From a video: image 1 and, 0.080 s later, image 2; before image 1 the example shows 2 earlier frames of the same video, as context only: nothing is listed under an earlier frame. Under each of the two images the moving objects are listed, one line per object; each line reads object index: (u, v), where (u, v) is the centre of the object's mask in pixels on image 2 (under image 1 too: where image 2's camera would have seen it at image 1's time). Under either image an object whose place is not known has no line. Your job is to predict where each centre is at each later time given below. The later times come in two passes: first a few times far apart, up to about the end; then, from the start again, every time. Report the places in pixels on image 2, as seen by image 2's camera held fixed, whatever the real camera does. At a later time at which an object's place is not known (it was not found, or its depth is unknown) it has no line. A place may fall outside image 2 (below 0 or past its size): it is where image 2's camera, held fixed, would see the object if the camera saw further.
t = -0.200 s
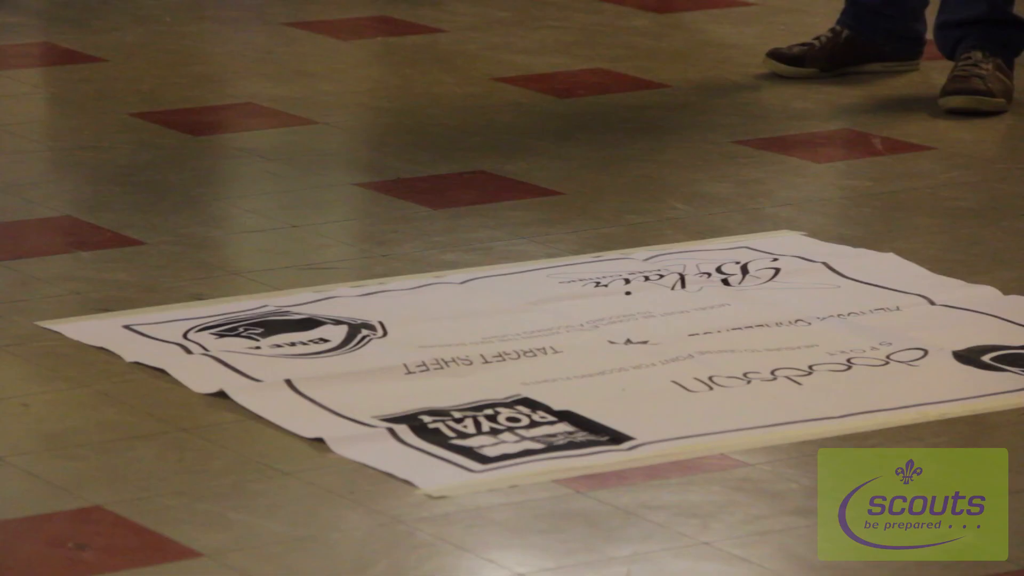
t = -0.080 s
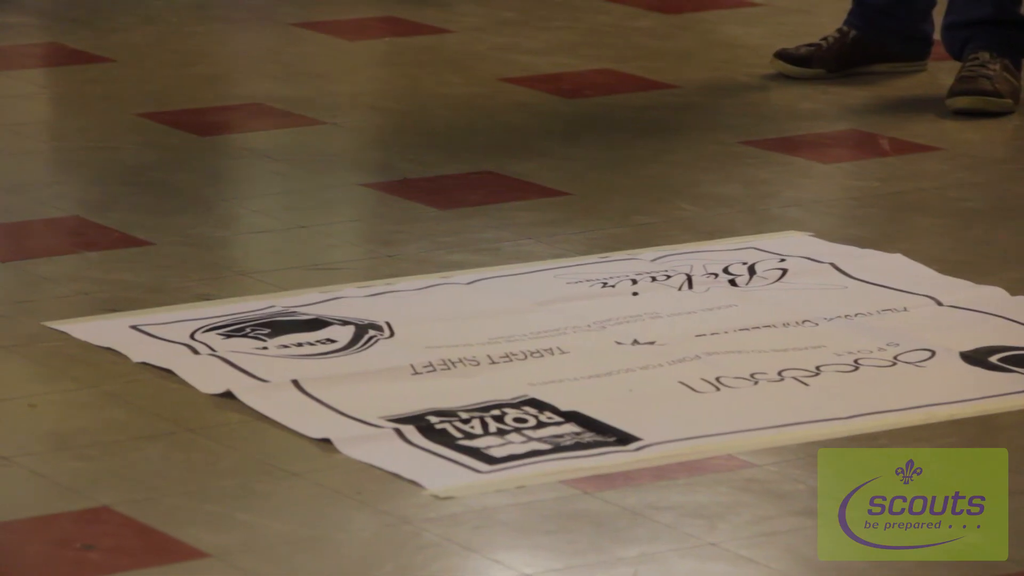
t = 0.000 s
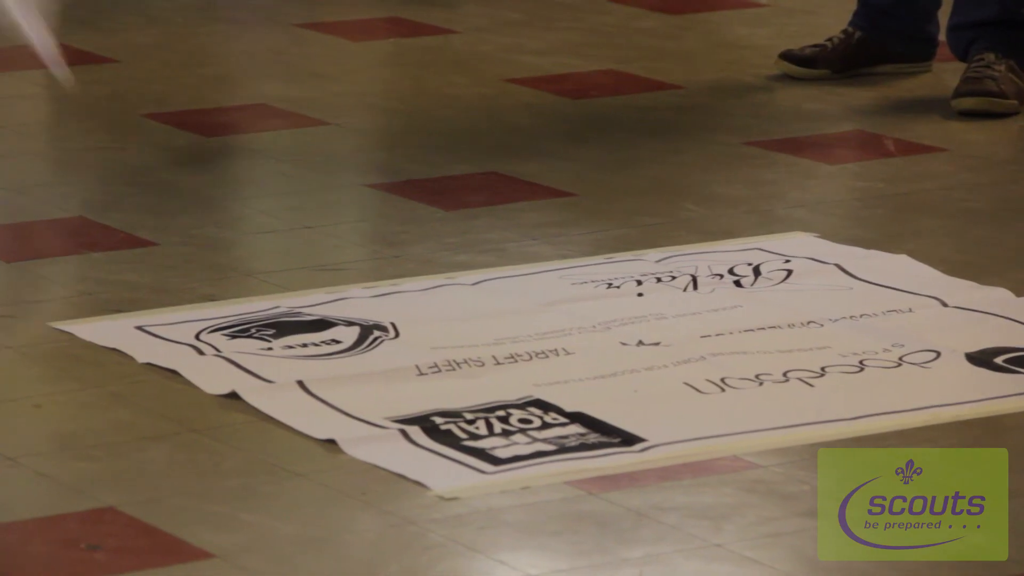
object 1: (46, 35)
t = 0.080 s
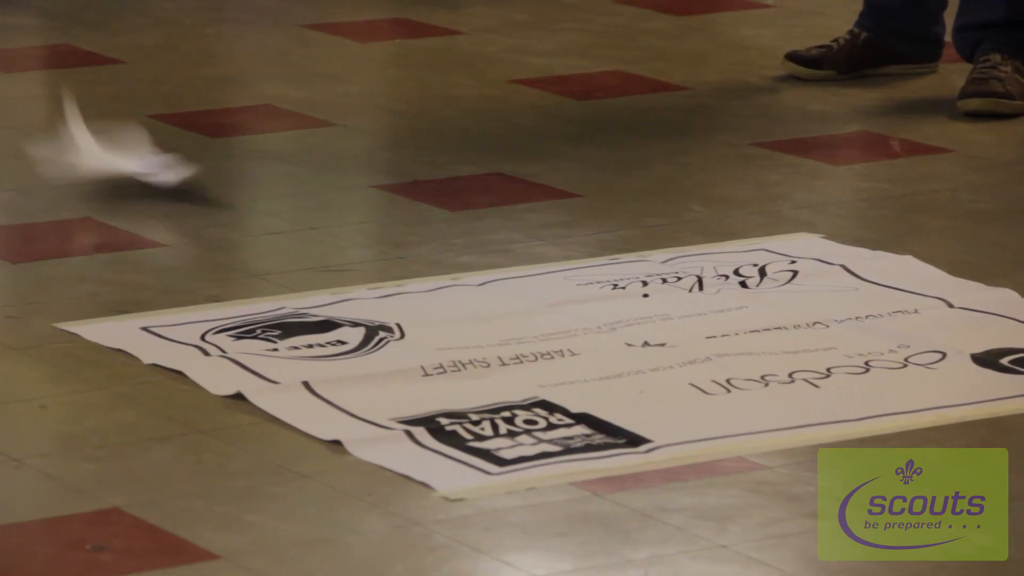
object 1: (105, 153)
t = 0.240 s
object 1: (273, 159)
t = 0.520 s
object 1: (537, 264)
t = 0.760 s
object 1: (696, 317)
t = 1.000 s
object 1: (711, 319)
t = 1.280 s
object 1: (711, 319)
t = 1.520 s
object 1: (710, 318)
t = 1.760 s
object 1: (710, 318)
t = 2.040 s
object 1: (710, 318)
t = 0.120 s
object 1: (159, 173)
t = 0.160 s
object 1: (198, 170)
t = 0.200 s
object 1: (235, 164)
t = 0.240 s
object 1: (273, 159)
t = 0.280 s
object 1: (313, 160)
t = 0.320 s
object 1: (354, 165)
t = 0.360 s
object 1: (392, 173)
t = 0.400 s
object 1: (432, 188)
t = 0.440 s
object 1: (471, 208)
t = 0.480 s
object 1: (501, 230)
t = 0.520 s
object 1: (537, 264)
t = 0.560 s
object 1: (577, 289)
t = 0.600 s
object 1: (610, 296)
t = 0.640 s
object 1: (637, 301)
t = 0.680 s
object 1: (668, 314)
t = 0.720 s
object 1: (684, 317)
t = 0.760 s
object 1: (696, 317)
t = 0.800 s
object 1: (703, 318)
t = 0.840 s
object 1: (710, 319)
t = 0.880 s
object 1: (711, 318)
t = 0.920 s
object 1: (710, 318)
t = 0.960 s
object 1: (711, 319)
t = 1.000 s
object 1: (711, 319)
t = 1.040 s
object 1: (711, 319)
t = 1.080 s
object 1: (711, 319)
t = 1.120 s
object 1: (711, 319)
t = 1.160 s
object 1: (711, 319)
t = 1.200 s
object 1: (711, 319)
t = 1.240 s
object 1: (711, 319)
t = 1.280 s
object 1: (711, 319)
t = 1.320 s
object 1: (711, 318)
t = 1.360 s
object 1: (711, 318)
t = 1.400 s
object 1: (711, 319)
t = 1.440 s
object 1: (711, 319)
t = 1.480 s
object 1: (710, 318)
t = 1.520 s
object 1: (710, 318)
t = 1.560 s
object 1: (711, 319)
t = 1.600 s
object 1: (711, 318)
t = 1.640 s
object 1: (711, 318)
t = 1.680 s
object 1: (710, 318)
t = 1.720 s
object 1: (710, 318)
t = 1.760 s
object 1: (710, 318)
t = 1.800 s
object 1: (710, 318)
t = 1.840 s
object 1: (710, 318)
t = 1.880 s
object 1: (710, 318)
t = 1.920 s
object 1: (710, 318)
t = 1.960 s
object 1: (710, 318)
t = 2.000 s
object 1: (710, 318)
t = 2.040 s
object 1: (710, 318)
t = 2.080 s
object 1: (710, 318)
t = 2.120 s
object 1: (710, 318)
